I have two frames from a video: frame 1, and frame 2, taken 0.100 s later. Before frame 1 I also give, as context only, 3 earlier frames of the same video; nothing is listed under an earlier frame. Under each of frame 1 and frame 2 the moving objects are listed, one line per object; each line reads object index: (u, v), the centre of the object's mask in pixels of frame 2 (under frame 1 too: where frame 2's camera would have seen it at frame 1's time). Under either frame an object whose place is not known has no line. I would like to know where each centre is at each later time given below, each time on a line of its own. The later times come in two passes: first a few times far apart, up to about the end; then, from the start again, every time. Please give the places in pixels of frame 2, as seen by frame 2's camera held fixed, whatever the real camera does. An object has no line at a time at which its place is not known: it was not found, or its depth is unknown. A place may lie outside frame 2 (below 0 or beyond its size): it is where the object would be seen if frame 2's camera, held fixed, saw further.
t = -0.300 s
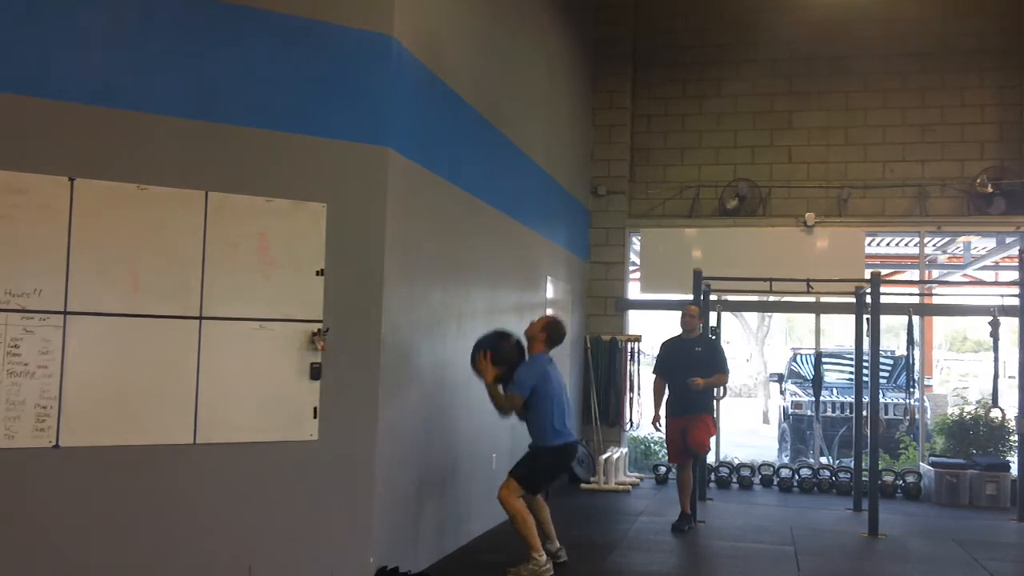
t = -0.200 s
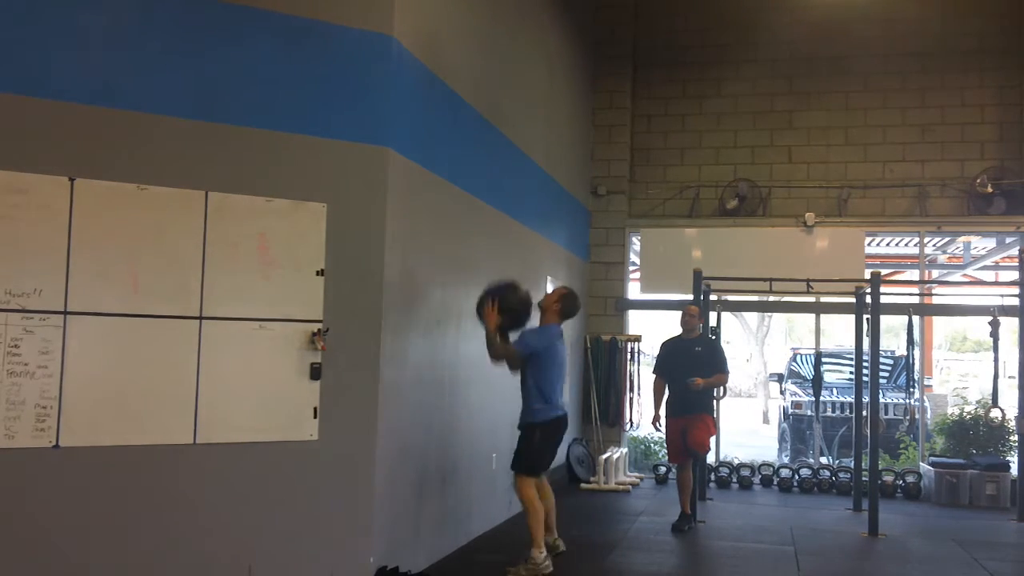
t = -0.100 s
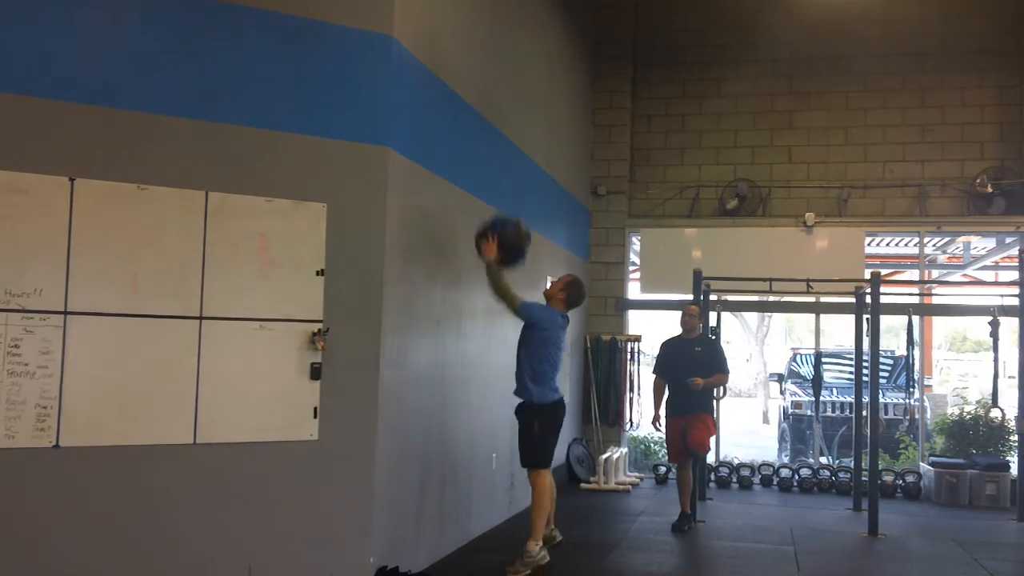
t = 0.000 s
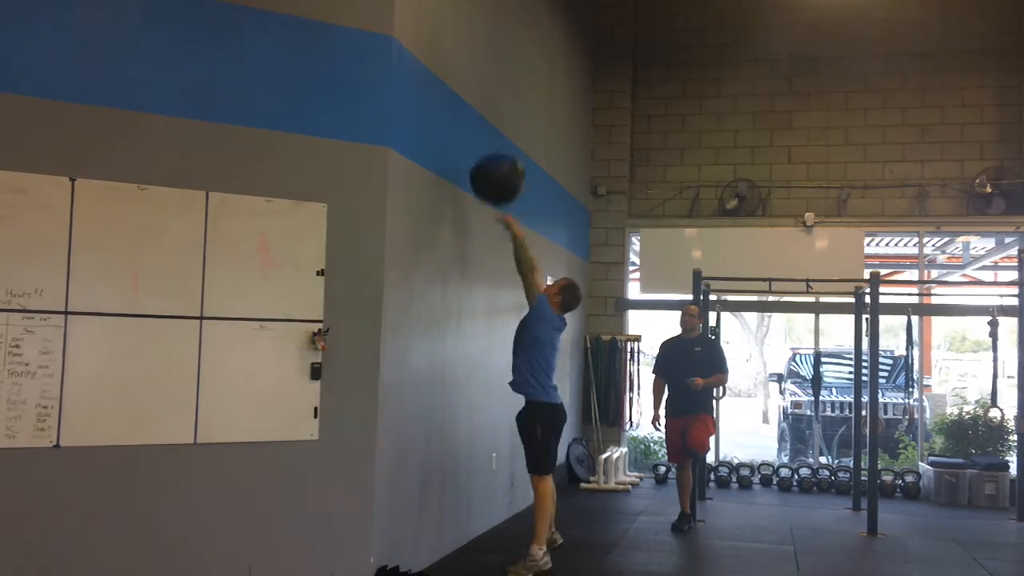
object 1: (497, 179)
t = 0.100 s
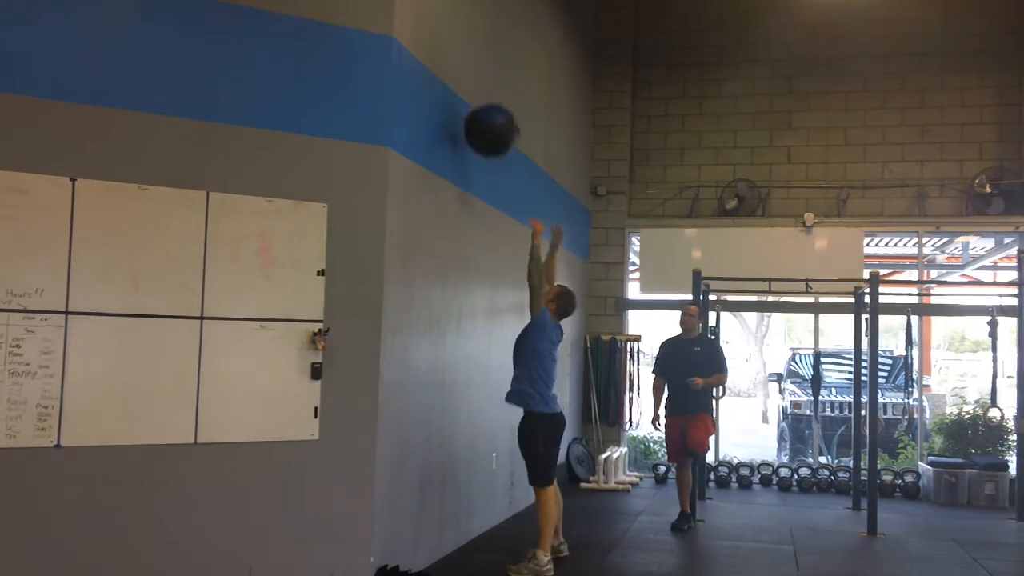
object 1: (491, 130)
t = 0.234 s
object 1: (481, 88)
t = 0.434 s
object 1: (487, 80)
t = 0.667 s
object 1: (496, 147)
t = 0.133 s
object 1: (489, 117)
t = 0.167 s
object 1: (486, 106)
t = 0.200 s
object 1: (484, 96)
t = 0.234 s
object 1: (481, 88)
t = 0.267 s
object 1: (479, 81)
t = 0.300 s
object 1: (479, 77)
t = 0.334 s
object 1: (481, 76)
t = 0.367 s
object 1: (482, 75)
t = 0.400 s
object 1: (484, 77)
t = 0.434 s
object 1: (487, 80)
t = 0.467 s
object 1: (488, 84)
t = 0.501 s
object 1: (490, 91)
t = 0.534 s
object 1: (491, 98)
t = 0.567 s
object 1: (492, 108)
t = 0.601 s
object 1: (493, 119)
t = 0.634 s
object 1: (495, 132)
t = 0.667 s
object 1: (496, 147)
